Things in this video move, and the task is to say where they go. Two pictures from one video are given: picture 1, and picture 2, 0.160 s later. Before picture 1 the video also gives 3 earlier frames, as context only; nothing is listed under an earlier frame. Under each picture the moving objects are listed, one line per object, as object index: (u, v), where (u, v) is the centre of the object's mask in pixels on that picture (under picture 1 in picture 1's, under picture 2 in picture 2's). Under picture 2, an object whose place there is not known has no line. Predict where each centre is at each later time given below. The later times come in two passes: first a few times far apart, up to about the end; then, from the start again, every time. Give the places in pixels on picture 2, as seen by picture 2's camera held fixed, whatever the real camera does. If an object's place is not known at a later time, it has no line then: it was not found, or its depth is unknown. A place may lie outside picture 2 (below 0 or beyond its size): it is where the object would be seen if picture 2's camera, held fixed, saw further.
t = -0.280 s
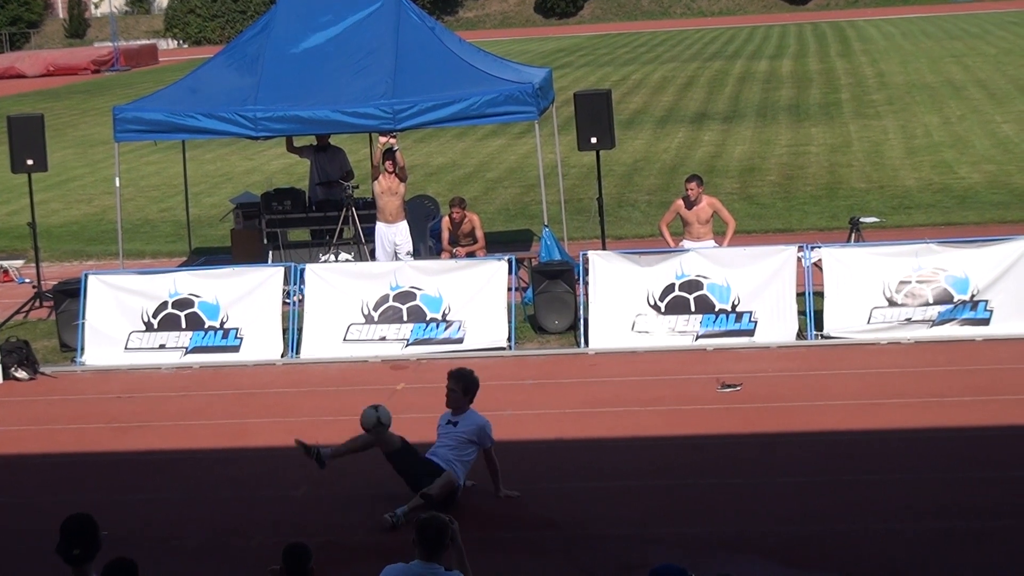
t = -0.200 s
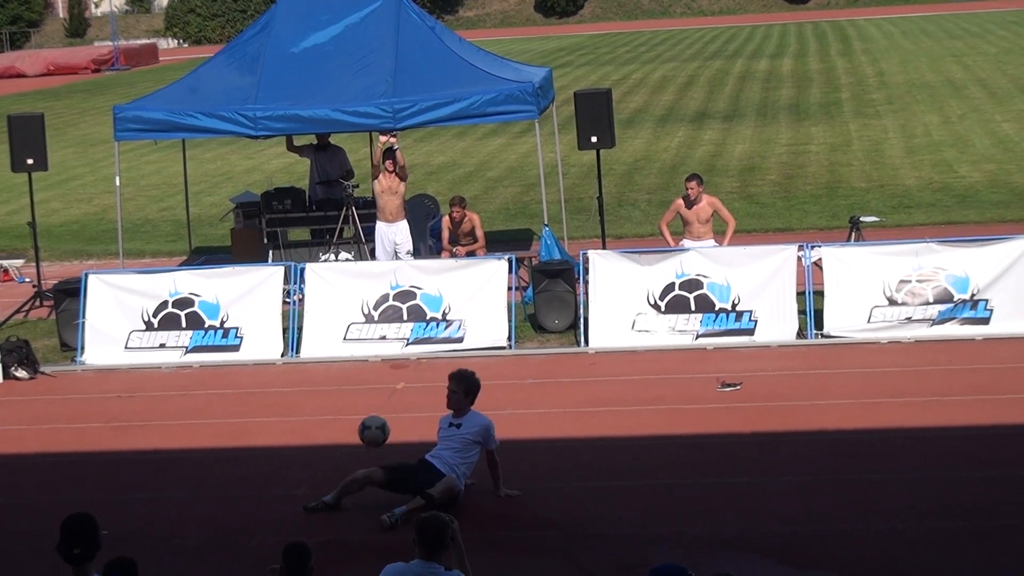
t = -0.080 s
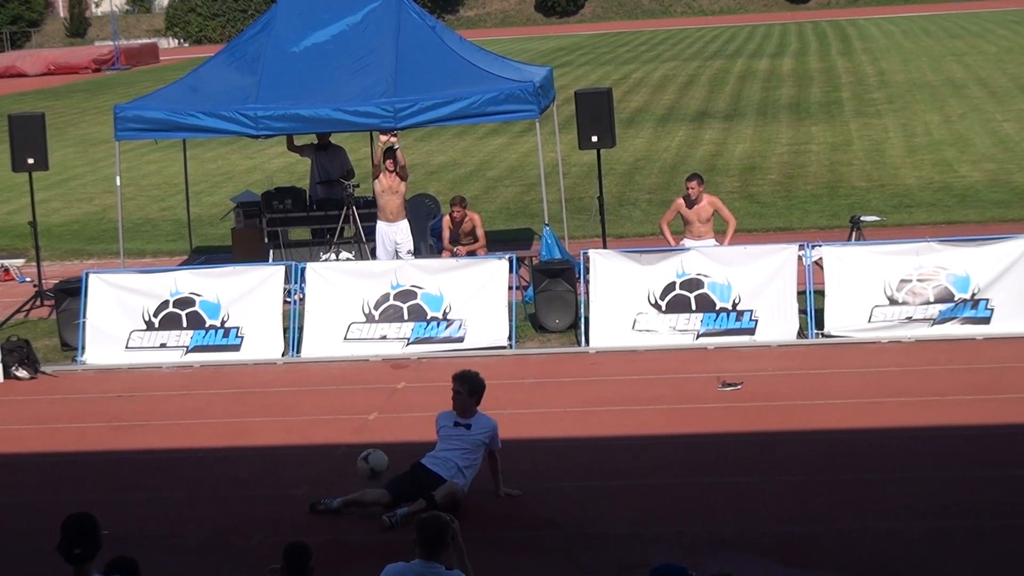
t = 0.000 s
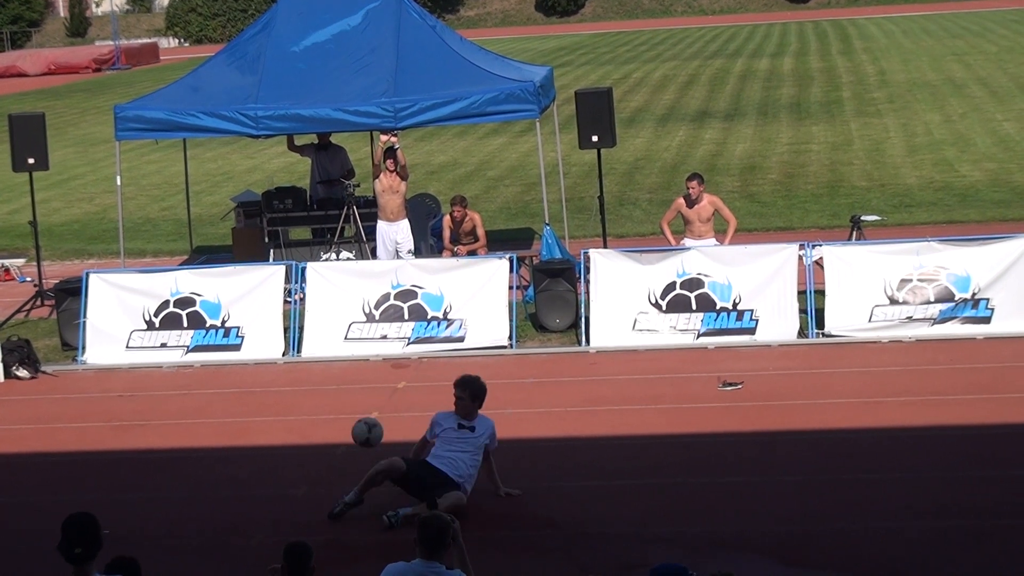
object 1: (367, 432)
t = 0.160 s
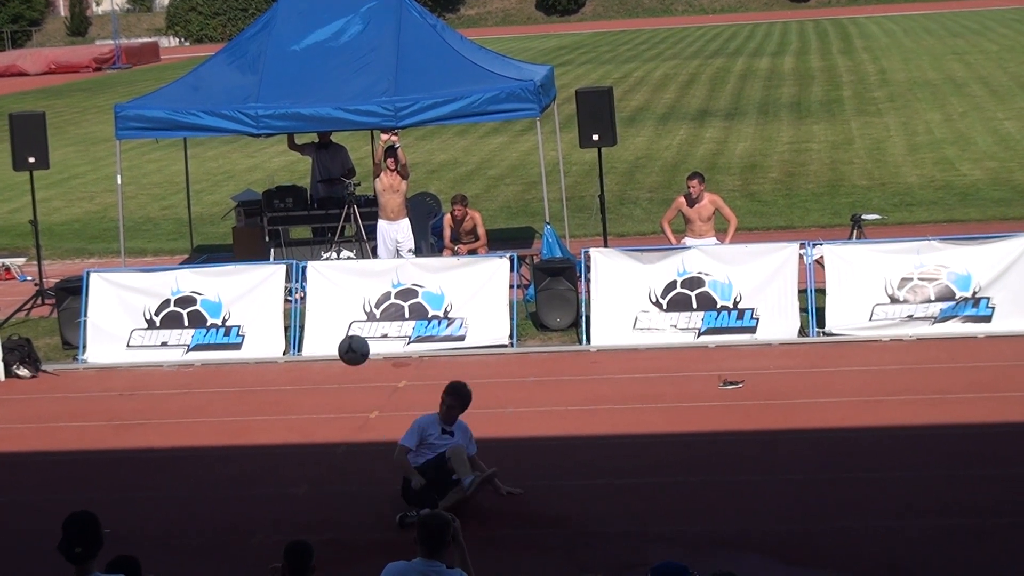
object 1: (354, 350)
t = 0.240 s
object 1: (348, 323)
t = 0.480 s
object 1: (335, 296)
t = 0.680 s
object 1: (330, 335)
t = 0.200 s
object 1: (351, 335)
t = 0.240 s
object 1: (348, 323)
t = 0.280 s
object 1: (345, 313)
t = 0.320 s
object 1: (343, 305)
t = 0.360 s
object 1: (341, 299)
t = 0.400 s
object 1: (339, 296)
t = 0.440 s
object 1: (337, 295)
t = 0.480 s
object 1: (335, 296)
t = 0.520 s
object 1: (334, 299)
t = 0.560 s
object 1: (332, 304)
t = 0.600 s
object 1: (331, 312)
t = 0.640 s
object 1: (331, 323)
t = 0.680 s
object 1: (330, 335)
